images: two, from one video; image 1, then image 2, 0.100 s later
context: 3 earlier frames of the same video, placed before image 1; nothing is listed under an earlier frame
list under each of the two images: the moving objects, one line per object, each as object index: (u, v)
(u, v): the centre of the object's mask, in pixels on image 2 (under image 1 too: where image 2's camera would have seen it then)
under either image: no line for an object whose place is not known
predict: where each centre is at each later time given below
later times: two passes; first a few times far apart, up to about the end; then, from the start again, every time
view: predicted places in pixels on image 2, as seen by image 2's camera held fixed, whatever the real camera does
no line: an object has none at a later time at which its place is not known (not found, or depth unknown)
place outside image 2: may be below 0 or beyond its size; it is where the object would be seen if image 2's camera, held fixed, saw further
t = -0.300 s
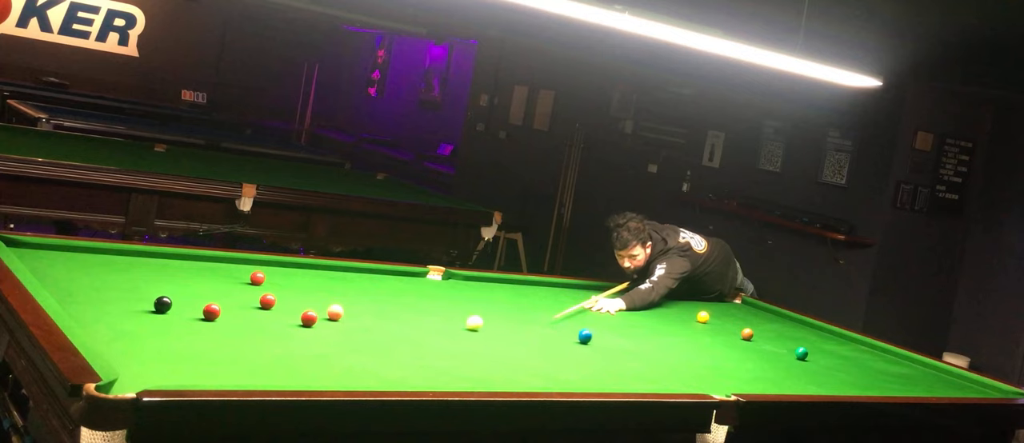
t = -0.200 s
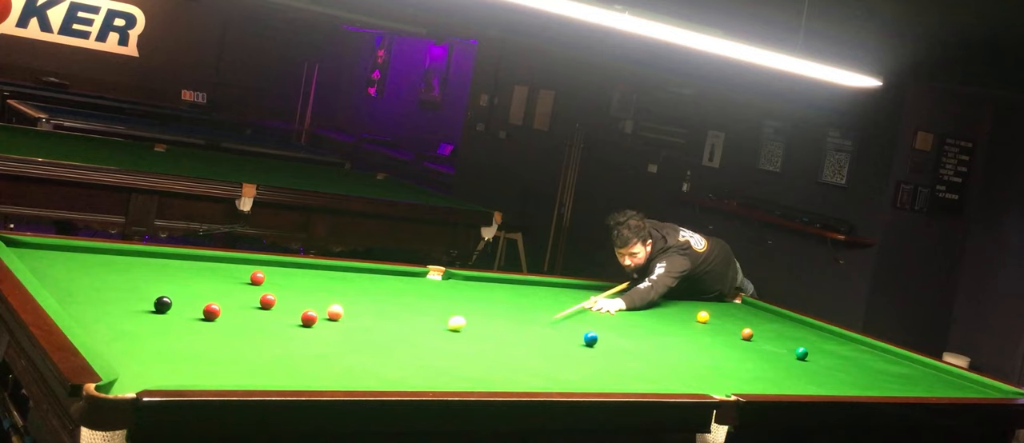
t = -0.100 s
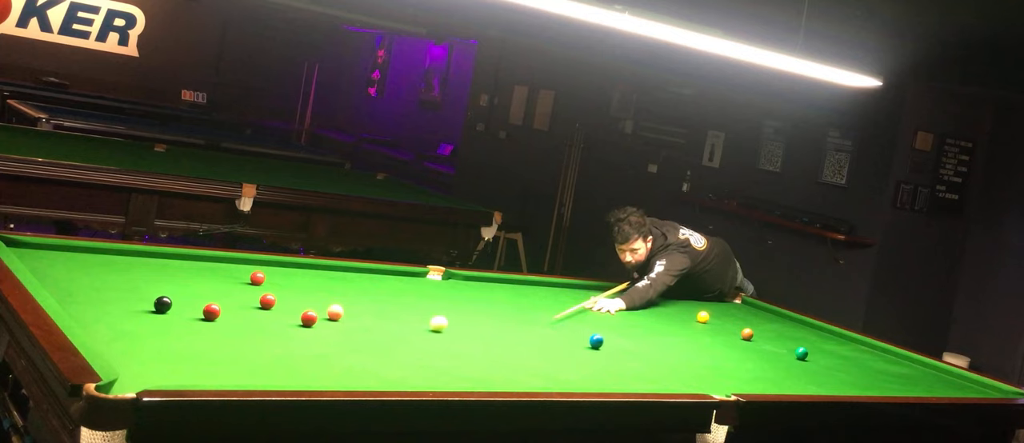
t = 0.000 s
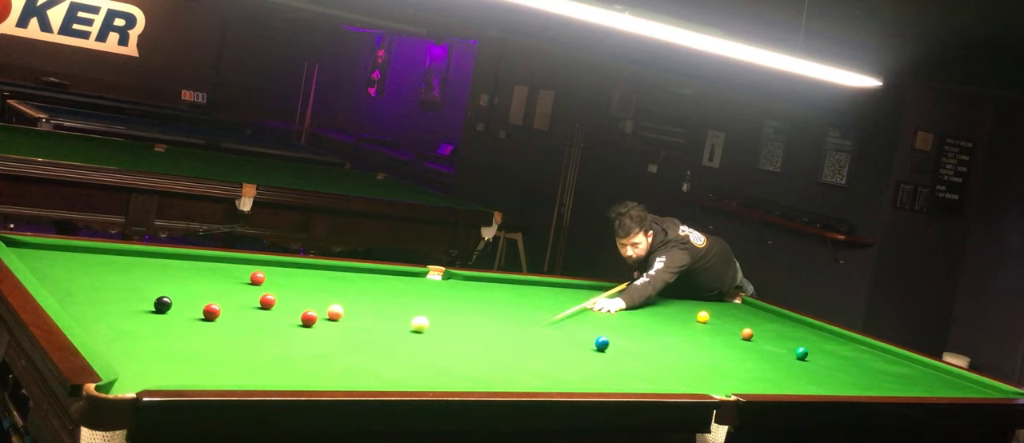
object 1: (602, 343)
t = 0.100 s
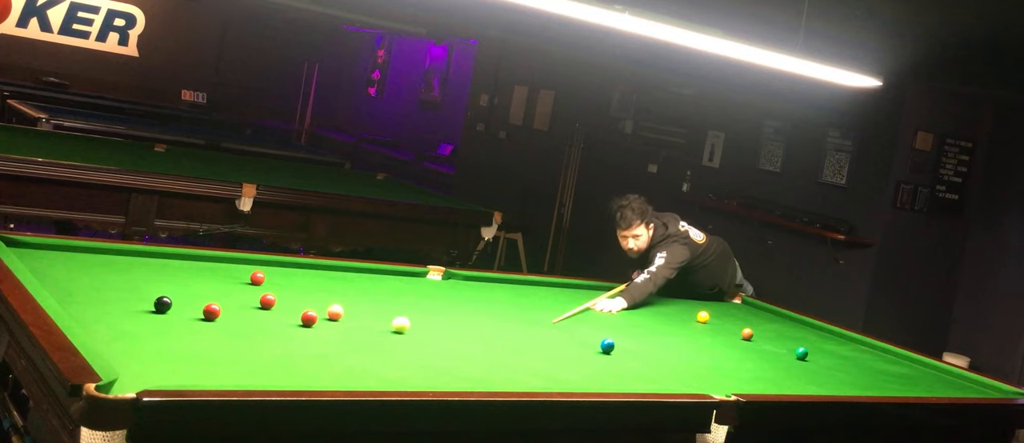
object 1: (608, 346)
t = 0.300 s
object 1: (618, 350)
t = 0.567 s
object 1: (631, 355)
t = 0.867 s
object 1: (645, 361)
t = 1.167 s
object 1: (658, 367)
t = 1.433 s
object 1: (668, 371)
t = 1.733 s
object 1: (678, 375)
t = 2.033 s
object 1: (686, 378)
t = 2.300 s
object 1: (691, 381)
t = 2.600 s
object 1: (695, 382)
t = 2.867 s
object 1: (697, 383)
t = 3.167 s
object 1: (697, 383)
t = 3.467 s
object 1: (697, 383)
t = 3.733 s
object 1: (697, 383)
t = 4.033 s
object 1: (697, 383)
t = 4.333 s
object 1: (697, 383)
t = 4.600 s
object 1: (697, 383)
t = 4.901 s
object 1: (697, 383)
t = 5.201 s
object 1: (697, 383)
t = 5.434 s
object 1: (697, 383)
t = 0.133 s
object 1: (609, 346)
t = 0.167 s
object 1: (611, 347)
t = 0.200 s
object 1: (612, 348)
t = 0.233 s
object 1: (614, 348)
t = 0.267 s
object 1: (616, 349)
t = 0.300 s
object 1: (618, 350)
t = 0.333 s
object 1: (620, 351)
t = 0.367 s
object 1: (621, 351)
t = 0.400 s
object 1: (623, 352)
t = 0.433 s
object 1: (625, 353)
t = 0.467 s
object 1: (626, 353)
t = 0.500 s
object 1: (628, 354)
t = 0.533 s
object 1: (630, 355)
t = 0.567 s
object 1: (631, 355)
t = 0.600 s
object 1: (633, 356)
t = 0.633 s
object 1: (635, 357)
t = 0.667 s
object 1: (636, 358)
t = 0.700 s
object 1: (638, 358)
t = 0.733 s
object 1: (639, 359)
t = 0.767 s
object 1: (641, 360)
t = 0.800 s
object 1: (642, 360)
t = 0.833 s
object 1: (644, 361)
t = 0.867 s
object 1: (645, 361)
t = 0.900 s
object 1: (647, 362)
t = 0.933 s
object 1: (648, 363)
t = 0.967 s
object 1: (650, 363)
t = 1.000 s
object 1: (651, 364)
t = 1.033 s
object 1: (653, 365)
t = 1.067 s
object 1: (654, 365)
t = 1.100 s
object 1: (655, 366)
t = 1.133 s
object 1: (657, 366)
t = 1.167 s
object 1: (658, 367)
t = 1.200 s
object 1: (659, 367)
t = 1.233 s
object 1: (661, 368)
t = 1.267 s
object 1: (662, 369)
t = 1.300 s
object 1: (663, 369)
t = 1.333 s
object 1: (665, 370)
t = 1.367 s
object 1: (666, 370)
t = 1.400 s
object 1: (667, 371)
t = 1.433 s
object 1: (668, 371)
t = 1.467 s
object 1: (669, 372)
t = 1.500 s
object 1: (671, 372)
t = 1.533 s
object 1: (672, 372)
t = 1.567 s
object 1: (673, 373)
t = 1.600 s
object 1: (674, 373)
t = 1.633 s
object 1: (675, 374)
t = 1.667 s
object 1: (676, 374)
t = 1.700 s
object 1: (677, 375)
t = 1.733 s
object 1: (678, 375)
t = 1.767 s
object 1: (679, 376)
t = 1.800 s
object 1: (680, 376)
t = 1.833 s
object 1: (681, 376)
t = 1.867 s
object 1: (682, 377)
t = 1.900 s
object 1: (683, 377)
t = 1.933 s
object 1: (684, 378)
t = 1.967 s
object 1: (685, 378)
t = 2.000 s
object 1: (685, 378)
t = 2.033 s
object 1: (686, 378)
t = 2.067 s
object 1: (687, 379)
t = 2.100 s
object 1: (688, 379)
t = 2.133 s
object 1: (688, 379)
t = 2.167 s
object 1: (689, 380)
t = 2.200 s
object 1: (690, 380)
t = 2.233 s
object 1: (690, 380)
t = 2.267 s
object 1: (691, 380)
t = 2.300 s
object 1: (691, 381)
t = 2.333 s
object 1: (692, 381)
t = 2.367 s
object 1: (692, 381)
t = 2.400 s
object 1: (693, 381)
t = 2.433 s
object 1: (693, 381)
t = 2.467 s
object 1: (694, 382)
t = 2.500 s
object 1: (694, 382)
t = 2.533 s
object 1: (695, 382)
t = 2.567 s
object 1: (695, 382)
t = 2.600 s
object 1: (695, 382)
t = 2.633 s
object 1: (696, 382)
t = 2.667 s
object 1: (696, 382)
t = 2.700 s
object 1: (696, 382)
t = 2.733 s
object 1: (696, 382)
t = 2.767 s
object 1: (696, 383)
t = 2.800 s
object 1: (697, 383)
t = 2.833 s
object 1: (697, 383)
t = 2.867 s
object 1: (697, 383)
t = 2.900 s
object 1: (697, 383)
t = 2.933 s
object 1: (697, 383)
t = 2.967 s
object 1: (697, 383)
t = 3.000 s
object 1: (697, 383)
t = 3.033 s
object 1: (697, 383)
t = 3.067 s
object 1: (697, 383)
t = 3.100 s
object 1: (697, 383)
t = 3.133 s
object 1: (697, 383)
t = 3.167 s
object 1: (697, 383)
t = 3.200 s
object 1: (697, 383)
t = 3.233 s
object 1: (697, 383)
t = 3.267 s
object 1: (697, 383)
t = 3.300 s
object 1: (697, 383)
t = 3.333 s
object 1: (697, 383)
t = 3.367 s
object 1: (697, 383)
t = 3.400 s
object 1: (697, 383)
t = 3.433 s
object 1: (697, 383)
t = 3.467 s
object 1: (697, 383)
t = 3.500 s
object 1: (697, 383)
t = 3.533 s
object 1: (697, 383)
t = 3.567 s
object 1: (697, 383)
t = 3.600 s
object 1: (697, 383)
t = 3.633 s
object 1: (697, 383)
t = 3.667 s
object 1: (697, 383)
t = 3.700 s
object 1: (697, 383)
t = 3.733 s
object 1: (697, 383)
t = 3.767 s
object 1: (697, 383)
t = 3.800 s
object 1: (697, 383)
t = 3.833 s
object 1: (697, 383)
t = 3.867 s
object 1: (697, 383)
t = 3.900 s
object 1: (697, 383)
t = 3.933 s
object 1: (697, 383)
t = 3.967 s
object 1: (697, 383)
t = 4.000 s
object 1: (697, 383)
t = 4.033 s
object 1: (697, 383)
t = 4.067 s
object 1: (697, 383)
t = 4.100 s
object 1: (697, 383)
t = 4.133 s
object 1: (697, 383)
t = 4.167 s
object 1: (697, 383)
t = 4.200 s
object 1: (697, 383)
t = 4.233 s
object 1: (697, 383)
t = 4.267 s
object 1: (697, 383)
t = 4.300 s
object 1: (697, 383)
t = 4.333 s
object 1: (697, 383)
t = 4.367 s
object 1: (697, 383)
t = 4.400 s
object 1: (697, 383)
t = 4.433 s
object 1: (697, 383)
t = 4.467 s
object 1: (697, 383)
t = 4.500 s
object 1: (697, 383)
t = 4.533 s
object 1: (697, 383)
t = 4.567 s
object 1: (697, 383)
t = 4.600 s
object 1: (697, 383)
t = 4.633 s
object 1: (697, 383)
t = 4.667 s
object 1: (697, 383)
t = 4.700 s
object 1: (697, 383)
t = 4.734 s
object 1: (697, 383)
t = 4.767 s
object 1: (697, 383)
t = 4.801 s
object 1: (697, 383)
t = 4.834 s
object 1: (697, 383)
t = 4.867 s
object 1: (697, 383)
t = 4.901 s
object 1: (697, 383)
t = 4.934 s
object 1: (697, 383)
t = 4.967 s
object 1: (697, 383)
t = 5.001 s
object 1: (697, 383)
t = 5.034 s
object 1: (697, 383)
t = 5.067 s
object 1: (697, 383)
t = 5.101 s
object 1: (697, 383)
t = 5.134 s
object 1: (697, 383)
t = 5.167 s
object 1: (697, 383)
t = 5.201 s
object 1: (697, 383)
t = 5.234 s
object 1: (697, 383)
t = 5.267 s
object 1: (697, 383)
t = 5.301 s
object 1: (697, 383)
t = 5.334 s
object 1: (697, 383)
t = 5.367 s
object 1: (697, 383)
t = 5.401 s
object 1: (697, 383)
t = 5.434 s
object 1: (697, 383)
